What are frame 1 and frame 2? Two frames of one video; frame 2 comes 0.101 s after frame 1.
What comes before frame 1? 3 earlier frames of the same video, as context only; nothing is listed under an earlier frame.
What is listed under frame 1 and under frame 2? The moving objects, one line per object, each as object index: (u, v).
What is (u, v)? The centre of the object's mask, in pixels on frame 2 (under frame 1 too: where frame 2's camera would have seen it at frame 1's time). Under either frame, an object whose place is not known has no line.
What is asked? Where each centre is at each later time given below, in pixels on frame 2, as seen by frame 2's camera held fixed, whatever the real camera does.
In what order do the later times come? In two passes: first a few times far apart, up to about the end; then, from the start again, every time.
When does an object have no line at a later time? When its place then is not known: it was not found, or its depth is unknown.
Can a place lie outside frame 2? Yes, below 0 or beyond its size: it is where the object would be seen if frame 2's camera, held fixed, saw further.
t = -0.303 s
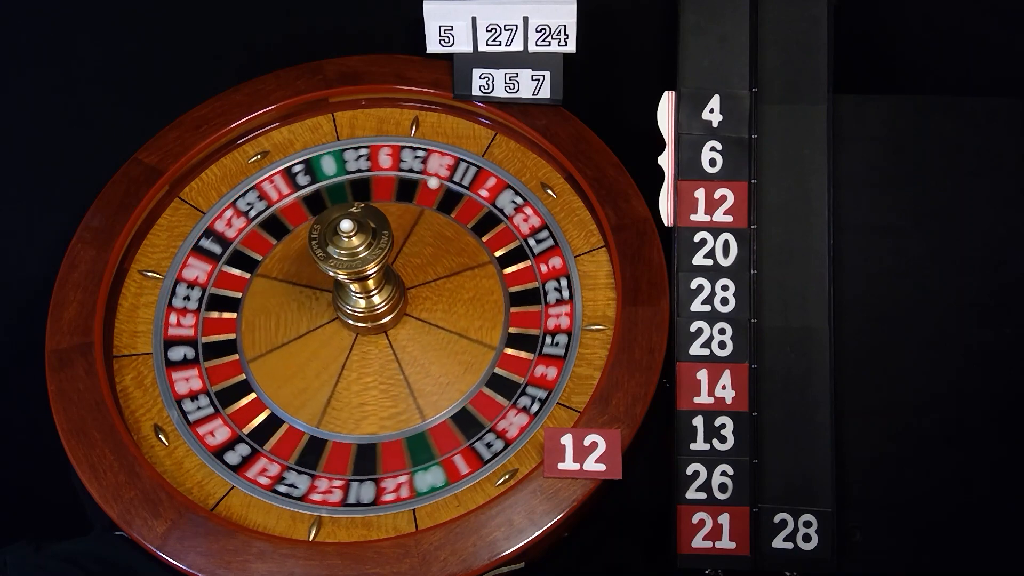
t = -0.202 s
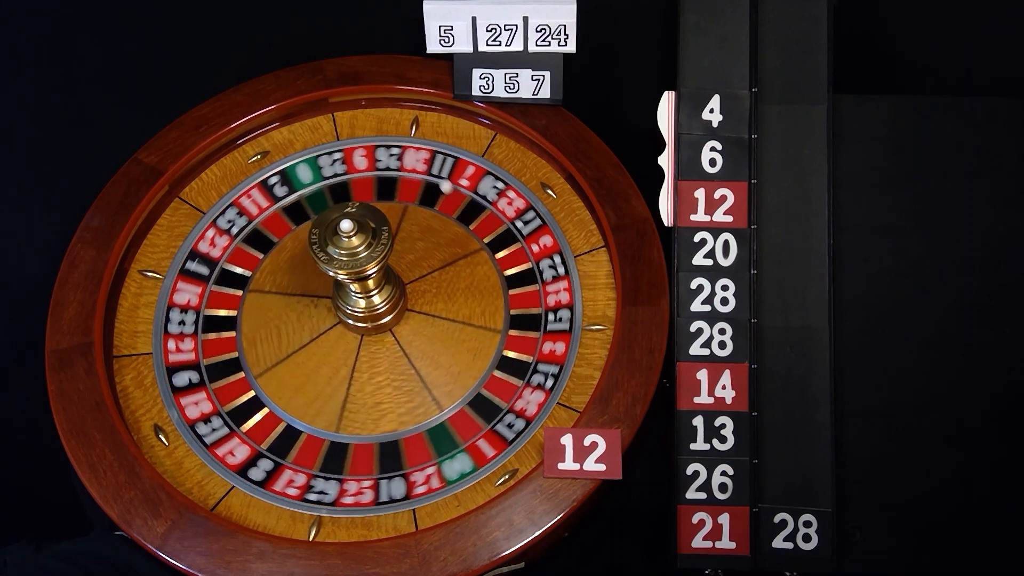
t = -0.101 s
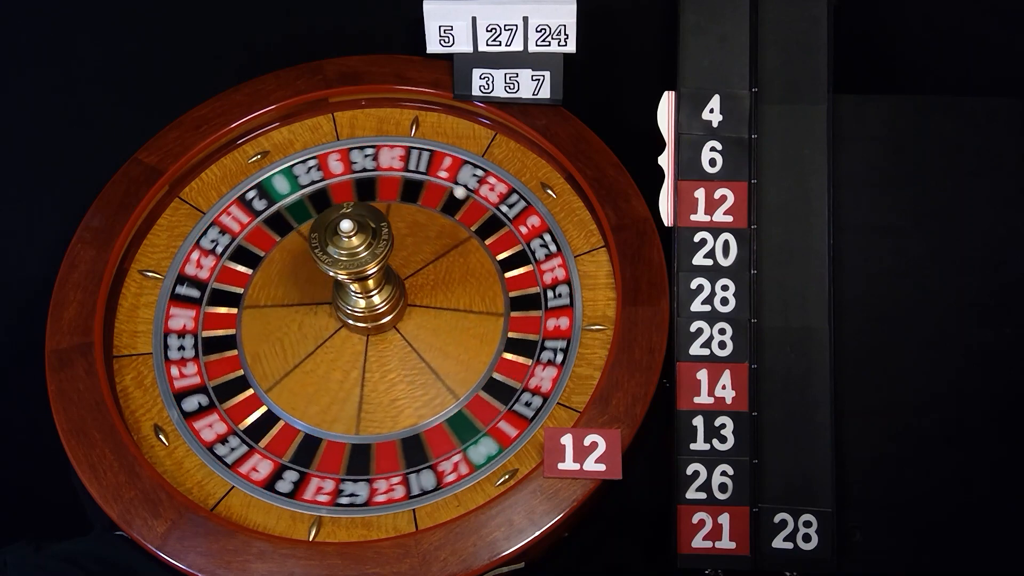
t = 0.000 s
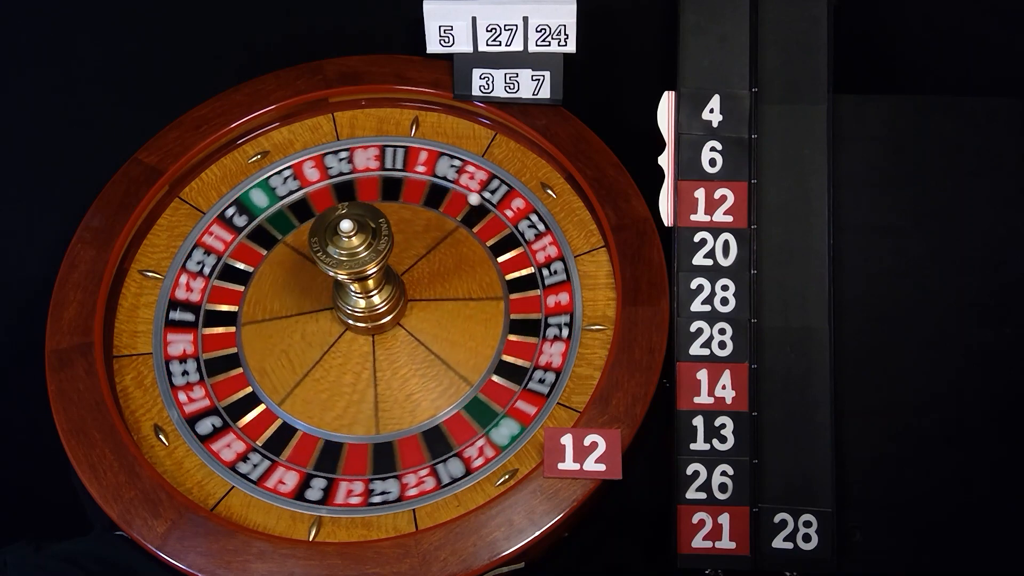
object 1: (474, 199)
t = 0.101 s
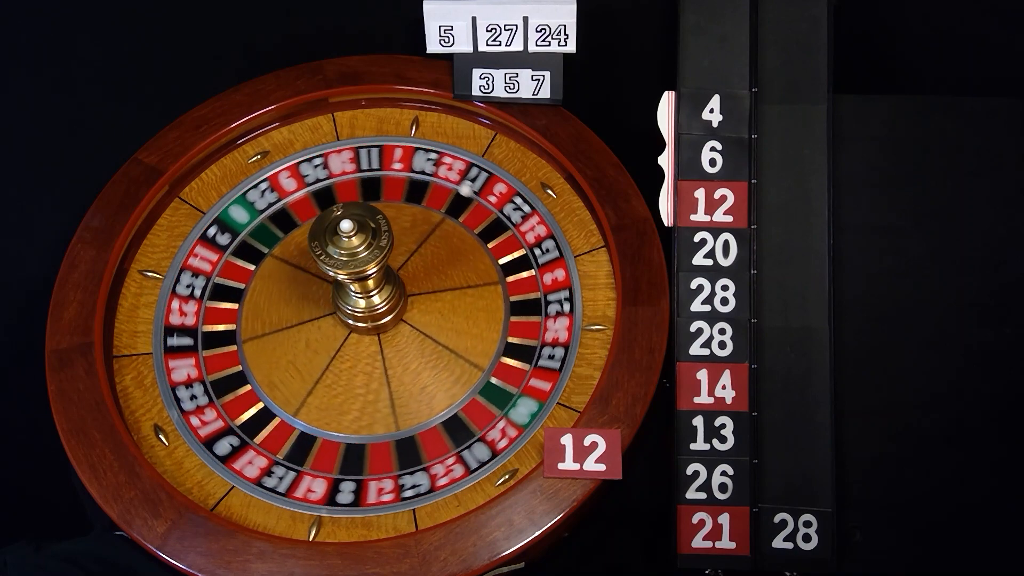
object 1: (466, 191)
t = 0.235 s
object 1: (440, 181)
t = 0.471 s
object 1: (375, 171)
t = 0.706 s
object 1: (302, 193)
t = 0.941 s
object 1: (254, 239)
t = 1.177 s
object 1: (230, 274)
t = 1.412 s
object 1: (207, 320)
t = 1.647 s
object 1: (222, 371)
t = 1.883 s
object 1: (245, 422)
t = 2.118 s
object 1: (288, 454)
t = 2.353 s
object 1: (344, 468)
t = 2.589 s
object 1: (405, 462)
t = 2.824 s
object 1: (460, 437)
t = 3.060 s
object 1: (503, 399)
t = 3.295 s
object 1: (529, 351)
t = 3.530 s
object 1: (535, 302)
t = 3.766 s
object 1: (524, 257)
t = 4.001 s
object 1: (497, 220)
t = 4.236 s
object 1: (459, 194)
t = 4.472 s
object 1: (413, 180)
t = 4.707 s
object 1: (364, 179)
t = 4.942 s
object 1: (315, 191)
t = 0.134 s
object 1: (458, 188)
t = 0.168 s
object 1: (451, 190)
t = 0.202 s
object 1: (445, 189)
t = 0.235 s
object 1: (440, 181)
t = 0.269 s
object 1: (435, 178)
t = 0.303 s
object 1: (430, 179)
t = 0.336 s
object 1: (422, 179)
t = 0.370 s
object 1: (409, 175)
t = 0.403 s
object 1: (395, 175)
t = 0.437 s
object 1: (384, 174)
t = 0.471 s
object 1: (375, 171)
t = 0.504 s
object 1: (366, 172)
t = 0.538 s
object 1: (355, 173)
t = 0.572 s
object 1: (342, 176)
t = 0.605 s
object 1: (330, 180)
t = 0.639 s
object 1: (319, 184)
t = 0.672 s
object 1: (310, 189)
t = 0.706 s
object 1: (302, 193)
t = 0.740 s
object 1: (296, 199)
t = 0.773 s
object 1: (289, 204)
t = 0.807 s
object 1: (281, 212)
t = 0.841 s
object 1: (274, 220)
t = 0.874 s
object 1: (265, 227)
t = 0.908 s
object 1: (257, 236)
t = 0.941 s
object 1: (254, 239)
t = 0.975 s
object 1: (253, 241)
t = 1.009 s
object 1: (251, 243)
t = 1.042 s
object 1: (246, 249)
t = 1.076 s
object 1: (242, 255)
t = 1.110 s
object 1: (238, 262)
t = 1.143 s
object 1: (234, 268)
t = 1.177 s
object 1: (230, 274)
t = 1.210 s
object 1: (226, 281)
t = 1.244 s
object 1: (222, 287)
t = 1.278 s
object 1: (218, 293)
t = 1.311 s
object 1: (214, 300)
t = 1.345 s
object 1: (211, 307)
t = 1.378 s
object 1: (208, 313)
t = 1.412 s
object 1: (207, 320)
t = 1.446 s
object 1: (208, 327)
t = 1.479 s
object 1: (210, 334)
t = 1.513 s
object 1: (212, 341)
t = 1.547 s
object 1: (214, 349)
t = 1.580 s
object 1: (217, 356)
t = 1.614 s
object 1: (220, 364)
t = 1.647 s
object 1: (222, 371)
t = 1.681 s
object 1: (225, 379)
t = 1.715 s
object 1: (228, 386)
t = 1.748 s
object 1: (232, 394)
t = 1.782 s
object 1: (235, 401)
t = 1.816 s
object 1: (238, 408)
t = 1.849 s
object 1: (241, 415)
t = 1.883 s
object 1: (245, 422)
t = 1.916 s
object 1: (249, 428)
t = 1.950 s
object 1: (256, 433)
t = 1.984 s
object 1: (262, 438)
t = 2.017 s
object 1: (268, 442)
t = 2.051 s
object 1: (274, 446)
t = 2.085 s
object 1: (281, 450)
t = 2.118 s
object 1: (288, 454)
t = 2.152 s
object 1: (295, 457)
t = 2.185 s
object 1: (303, 460)
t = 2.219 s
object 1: (311, 462)
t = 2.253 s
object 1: (319, 464)
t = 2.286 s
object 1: (327, 465)
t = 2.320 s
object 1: (335, 467)
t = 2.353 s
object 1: (344, 468)
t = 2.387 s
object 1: (353, 468)
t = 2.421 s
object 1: (361, 468)
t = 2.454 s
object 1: (370, 467)
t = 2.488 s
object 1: (379, 467)
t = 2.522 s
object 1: (388, 465)
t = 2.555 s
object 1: (396, 464)
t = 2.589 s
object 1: (405, 462)
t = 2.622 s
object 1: (413, 459)
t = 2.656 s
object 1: (421, 457)
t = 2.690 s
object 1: (430, 453)
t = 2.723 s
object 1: (438, 450)
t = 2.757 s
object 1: (445, 446)
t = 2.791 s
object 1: (453, 442)
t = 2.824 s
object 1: (460, 437)
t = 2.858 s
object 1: (467, 433)
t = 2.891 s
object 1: (474, 427)
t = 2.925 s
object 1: (480, 422)
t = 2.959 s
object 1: (487, 417)
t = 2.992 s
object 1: (493, 411)
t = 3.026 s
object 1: (498, 405)
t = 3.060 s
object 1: (503, 399)
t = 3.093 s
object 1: (508, 392)
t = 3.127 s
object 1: (512, 386)
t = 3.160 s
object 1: (516, 379)
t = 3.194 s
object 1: (520, 372)
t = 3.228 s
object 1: (524, 365)
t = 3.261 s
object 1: (526, 358)
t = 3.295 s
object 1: (529, 351)
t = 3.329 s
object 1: (531, 344)
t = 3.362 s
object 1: (533, 337)
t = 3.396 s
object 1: (534, 329)
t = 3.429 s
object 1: (535, 323)
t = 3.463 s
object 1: (535, 316)
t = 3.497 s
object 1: (535, 309)
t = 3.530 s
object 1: (535, 302)
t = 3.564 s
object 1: (534, 296)
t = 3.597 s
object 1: (533, 289)
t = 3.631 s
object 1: (532, 282)
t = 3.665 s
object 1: (530, 276)
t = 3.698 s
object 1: (529, 270)
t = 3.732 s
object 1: (526, 263)
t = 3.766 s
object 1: (524, 257)
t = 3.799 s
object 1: (521, 251)
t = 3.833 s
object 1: (517, 246)
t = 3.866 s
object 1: (514, 240)
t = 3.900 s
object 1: (510, 235)
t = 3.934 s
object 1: (506, 230)
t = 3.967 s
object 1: (502, 225)
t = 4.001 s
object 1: (497, 220)
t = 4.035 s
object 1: (492, 216)
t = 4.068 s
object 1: (487, 211)
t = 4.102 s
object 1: (482, 207)
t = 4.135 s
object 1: (477, 204)
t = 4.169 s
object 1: (471, 200)
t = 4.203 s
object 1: (465, 197)
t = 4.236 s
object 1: (459, 194)
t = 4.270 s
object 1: (453, 191)
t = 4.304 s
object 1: (447, 188)
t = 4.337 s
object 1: (440, 186)
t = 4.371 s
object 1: (434, 184)
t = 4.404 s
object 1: (427, 182)
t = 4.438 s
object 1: (420, 181)
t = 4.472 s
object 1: (413, 180)
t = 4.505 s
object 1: (406, 179)
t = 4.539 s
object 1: (399, 178)
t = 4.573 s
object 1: (392, 177)
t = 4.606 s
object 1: (385, 177)
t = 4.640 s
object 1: (378, 177)
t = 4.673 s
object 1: (371, 178)
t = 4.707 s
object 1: (364, 179)
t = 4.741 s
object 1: (357, 179)
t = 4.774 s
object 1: (349, 181)
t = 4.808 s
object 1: (343, 182)
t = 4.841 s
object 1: (335, 184)
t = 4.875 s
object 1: (328, 186)
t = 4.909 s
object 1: (321, 188)
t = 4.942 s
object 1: (315, 191)
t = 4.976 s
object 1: (308, 194)
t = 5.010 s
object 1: (301, 197)
